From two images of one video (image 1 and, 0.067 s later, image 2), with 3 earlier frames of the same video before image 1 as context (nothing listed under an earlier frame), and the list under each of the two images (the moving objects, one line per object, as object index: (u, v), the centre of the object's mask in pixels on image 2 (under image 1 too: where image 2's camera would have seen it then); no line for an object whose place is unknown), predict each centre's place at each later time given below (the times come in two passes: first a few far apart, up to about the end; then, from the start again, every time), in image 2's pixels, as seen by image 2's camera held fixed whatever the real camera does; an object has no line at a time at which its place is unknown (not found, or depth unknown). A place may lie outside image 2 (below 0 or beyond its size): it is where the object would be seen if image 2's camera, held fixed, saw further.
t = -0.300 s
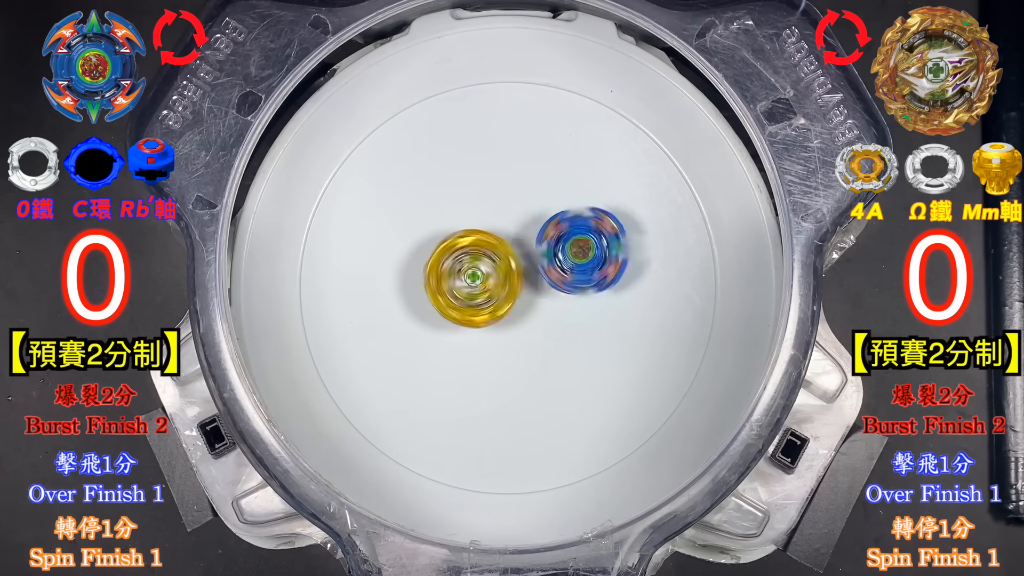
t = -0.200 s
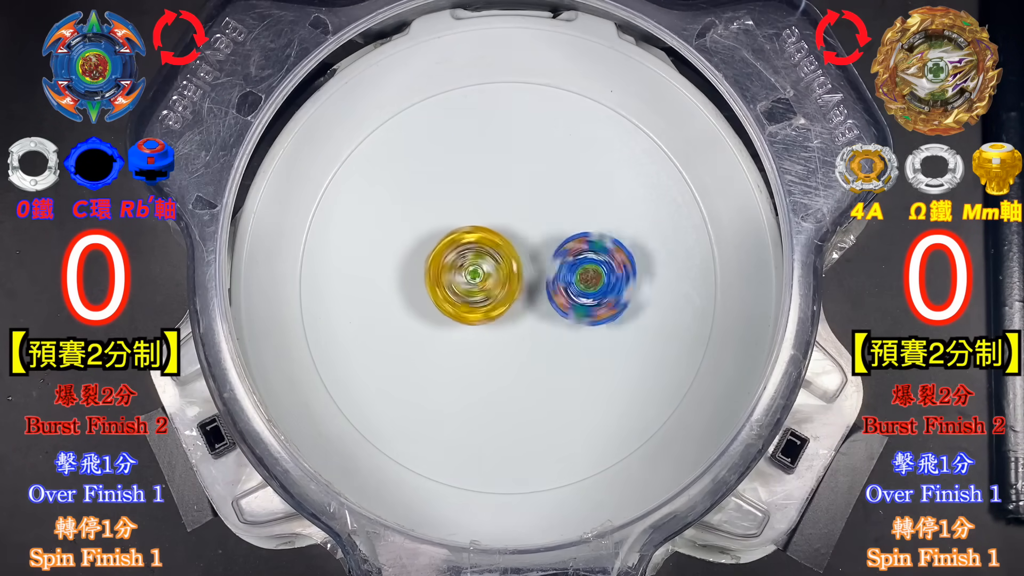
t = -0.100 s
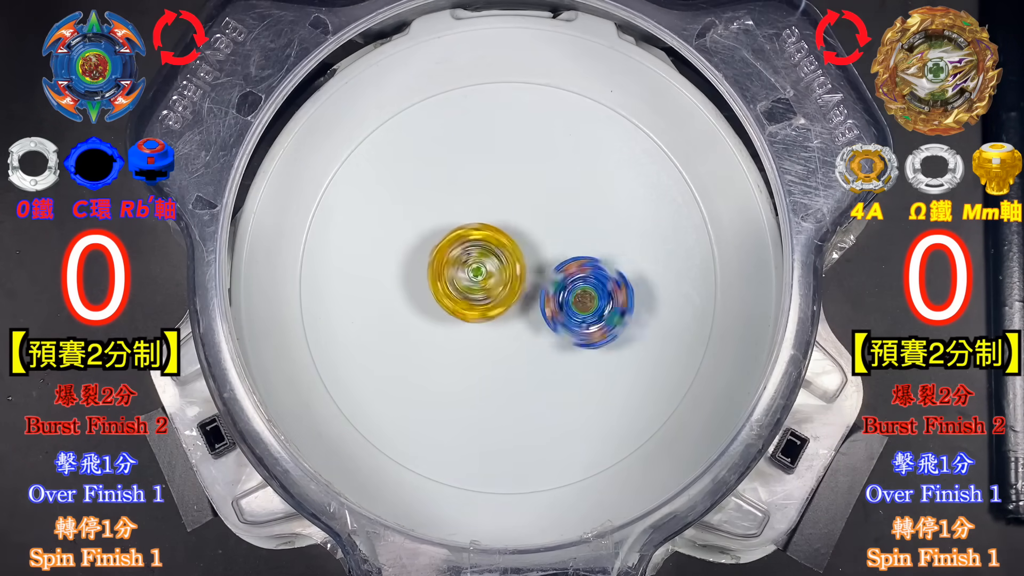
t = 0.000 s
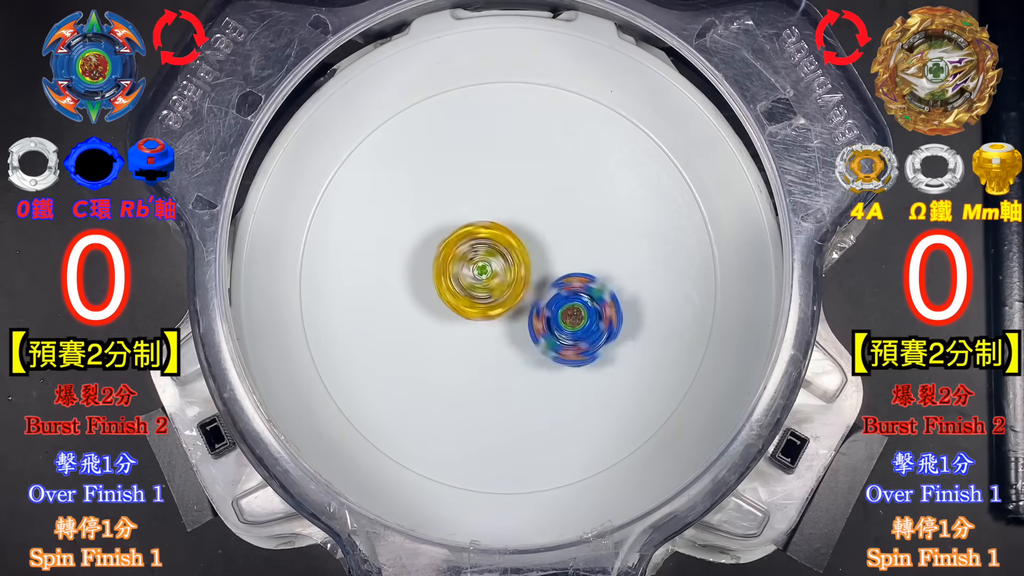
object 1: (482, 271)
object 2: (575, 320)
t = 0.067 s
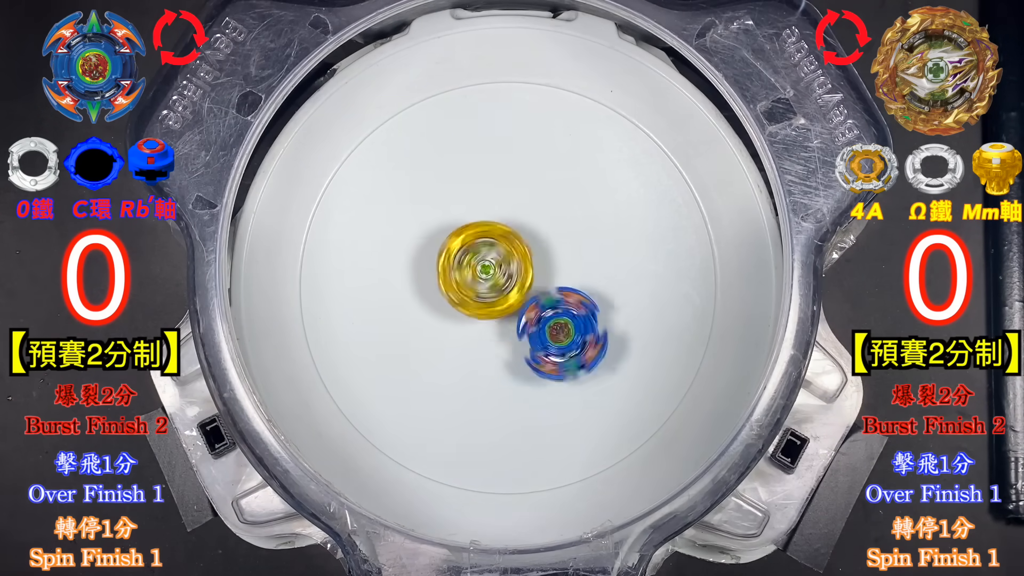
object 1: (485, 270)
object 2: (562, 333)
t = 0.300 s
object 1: (495, 258)
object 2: (526, 370)
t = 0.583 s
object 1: (519, 264)
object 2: (456, 359)
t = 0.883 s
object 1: (538, 277)
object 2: (436, 311)
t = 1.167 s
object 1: (548, 307)
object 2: (467, 256)
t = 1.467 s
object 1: (536, 328)
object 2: (467, 263)
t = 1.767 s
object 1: (513, 320)
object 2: (441, 243)
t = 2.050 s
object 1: (514, 300)
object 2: (422, 243)
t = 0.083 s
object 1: (484, 266)
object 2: (560, 340)
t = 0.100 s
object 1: (484, 263)
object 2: (558, 345)
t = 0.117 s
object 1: (484, 263)
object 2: (557, 350)
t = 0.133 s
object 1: (484, 261)
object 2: (554, 355)
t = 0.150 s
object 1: (486, 260)
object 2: (552, 357)
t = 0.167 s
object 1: (487, 261)
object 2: (551, 359)
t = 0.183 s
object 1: (487, 260)
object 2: (548, 361)
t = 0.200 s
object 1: (489, 259)
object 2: (547, 362)
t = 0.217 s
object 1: (490, 260)
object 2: (545, 365)
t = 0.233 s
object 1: (490, 258)
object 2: (540, 367)
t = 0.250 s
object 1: (492, 258)
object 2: (536, 368)
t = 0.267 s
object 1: (493, 260)
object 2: (532, 370)
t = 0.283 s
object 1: (493, 259)
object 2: (528, 370)
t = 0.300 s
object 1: (495, 258)
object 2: (526, 370)
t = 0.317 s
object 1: (496, 260)
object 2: (521, 372)
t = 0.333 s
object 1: (495, 259)
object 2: (516, 371)
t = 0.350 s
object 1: (498, 258)
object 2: (512, 371)
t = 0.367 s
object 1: (499, 261)
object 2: (507, 371)
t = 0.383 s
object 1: (499, 260)
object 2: (504, 369)
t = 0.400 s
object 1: (501, 260)
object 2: (500, 369)
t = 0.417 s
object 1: (502, 262)
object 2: (494, 367)
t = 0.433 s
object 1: (502, 262)
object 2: (491, 366)
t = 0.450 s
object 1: (504, 261)
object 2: (487, 364)
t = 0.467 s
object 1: (506, 263)
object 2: (483, 362)
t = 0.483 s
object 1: (506, 264)
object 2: (482, 360)
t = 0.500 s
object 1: (508, 263)
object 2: (477, 359)
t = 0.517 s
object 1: (510, 265)
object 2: (473, 356)
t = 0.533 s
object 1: (512, 264)
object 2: (469, 358)
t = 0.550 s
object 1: (515, 262)
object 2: (462, 359)
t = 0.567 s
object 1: (518, 263)
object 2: (458, 358)
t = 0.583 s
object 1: (519, 264)
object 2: (456, 359)
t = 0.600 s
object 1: (519, 263)
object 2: (451, 359)
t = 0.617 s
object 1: (522, 263)
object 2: (450, 358)
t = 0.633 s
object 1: (523, 265)
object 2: (447, 357)
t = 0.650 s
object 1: (524, 264)
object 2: (443, 356)
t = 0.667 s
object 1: (527, 264)
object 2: (441, 354)
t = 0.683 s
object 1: (528, 266)
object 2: (438, 352)
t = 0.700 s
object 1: (528, 266)
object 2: (436, 350)
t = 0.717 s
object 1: (531, 266)
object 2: (437, 348)
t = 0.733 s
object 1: (532, 268)
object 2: (436, 346)
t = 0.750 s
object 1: (532, 268)
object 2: (434, 342)
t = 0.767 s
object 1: (533, 269)
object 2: (435, 339)
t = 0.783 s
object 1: (535, 271)
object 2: (433, 335)
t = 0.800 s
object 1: (534, 272)
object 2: (433, 330)
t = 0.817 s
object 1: (535, 272)
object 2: (434, 326)
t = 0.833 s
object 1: (537, 274)
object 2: (434, 322)
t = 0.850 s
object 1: (536, 275)
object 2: (434, 318)
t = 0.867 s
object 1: (536, 275)
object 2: (436, 314)
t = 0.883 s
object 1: (538, 277)
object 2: (436, 311)
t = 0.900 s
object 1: (537, 279)
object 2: (438, 307)
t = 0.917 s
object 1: (537, 279)
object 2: (439, 304)
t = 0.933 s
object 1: (538, 281)
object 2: (441, 301)
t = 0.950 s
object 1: (537, 283)
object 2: (444, 297)
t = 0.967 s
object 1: (539, 285)
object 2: (445, 292)
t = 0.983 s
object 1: (541, 287)
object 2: (446, 290)
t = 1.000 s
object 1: (545, 289)
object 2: (444, 284)
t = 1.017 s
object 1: (545, 290)
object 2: (445, 277)
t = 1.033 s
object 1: (548, 292)
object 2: (447, 272)
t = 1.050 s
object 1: (549, 296)
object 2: (450, 268)
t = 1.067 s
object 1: (547, 297)
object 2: (452, 265)
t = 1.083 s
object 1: (548, 298)
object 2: (455, 261)
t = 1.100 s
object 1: (549, 300)
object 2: (457, 259)
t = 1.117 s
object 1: (548, 302)
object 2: (459, 257)
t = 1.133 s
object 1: (547, 302)
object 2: (461, 256)
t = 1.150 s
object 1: (548, 304)
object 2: (465, 256)
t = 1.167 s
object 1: (548, 307)
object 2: (467, 256)
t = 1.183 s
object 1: (547, 307)
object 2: (469, 257)
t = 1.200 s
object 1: (549, 310)
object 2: (468, 255)
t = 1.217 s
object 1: (550, 314)
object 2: (470, 255)
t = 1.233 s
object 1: (548, 316)
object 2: (470, 256)
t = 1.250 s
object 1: (549, 316)
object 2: (469, 256)
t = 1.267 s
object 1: (550, 319)
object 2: (469, 256)
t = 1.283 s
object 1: (548, 321)
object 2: (469, 255)
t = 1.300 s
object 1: (547, 321)
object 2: (470, 257)
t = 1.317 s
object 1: (548, 322)
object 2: (470, 258)
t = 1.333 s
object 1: (547, 325)
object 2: (469, 259)
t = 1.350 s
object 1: (545, 325)
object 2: (470, 259)
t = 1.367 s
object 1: (545, 325)
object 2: (470, 260)
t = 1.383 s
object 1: (544, 327)
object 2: (469, 262)
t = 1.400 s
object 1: (542, 328)
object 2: (467, 261)
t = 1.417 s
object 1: (541, 327)
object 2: (468, 261)
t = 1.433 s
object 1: (540, 328)
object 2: (469, 262)
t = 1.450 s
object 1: (538, 329)
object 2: (468, 263)
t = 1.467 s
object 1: (536, 328)
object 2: (467, 263)
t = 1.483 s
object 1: (536, 328)
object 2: (467, 262)
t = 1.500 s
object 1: (533, 329)
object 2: (468, 262)
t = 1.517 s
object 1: (531, 329)
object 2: (468, 260)
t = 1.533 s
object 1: (530, 328)
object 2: (466, 260)
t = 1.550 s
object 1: (529, 330)
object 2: (463, 259)
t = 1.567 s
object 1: (525, 329)
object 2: (461, 258)
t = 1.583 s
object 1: (524, 327)
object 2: (461, 257)
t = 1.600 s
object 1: (524, 326)
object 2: (460, 255)
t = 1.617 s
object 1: (521, 327)
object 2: (459, 255)
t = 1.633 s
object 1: (519, 325)
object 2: (457, 254)
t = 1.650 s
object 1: (519, 323)
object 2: (455, 254)
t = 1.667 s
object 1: (518, 324)
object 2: (453, 253)
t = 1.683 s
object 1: (515, 322)
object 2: (451, 252)
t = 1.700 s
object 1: (515, 321)
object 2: (449, 251)
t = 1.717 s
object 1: (514, 320)
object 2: (448, 249)
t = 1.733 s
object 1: (512, 319)
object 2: (448, 248)
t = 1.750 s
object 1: (511, 319)
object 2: (445, 245)
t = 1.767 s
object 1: (513, 320)
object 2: (441, 243)
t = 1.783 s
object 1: (512, 322)
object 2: (438, 241)
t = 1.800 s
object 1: (510, 320)
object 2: (435, 240)
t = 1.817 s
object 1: (511, 317)
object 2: (432, 240)
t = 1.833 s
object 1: (512, 317)
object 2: (429, 240)
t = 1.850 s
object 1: (511, 317)
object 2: (427, 240)
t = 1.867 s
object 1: (511, 315)
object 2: (425, 241)
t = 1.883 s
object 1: (513, 314)
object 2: (423, 242)
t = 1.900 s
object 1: (512, 314)
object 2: (422, 243)
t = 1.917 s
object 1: (511, 312)
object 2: (421, 244)
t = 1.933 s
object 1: (511, 309)
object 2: (420, 244)
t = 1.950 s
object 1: (513, 308)
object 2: (419, 245)
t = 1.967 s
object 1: (513, 308)
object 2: (419, 245)
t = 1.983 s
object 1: (512, 306)
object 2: (419, 245)
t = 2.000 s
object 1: (514, 305)
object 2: (419, 245)
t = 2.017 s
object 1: (514, 305)
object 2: (420, 244)
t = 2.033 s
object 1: (513, 303)
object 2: (421, 244)
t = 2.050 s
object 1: (514, 300)
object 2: (422, 243)
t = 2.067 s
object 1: (516, 298)
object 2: (423, 243)
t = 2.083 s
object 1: (517, 299)
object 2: (424, 242)
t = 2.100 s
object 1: (516, 296)
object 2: (426, 241)
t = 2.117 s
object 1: (518, 295)
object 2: (428, 240)
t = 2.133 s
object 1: (519, 295)
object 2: (431, 240)
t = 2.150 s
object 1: (518, 294)
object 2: (434, 240)
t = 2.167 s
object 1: (519, 290)
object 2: (437, 240)
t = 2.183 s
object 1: (522, 289)
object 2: (440, 241)
